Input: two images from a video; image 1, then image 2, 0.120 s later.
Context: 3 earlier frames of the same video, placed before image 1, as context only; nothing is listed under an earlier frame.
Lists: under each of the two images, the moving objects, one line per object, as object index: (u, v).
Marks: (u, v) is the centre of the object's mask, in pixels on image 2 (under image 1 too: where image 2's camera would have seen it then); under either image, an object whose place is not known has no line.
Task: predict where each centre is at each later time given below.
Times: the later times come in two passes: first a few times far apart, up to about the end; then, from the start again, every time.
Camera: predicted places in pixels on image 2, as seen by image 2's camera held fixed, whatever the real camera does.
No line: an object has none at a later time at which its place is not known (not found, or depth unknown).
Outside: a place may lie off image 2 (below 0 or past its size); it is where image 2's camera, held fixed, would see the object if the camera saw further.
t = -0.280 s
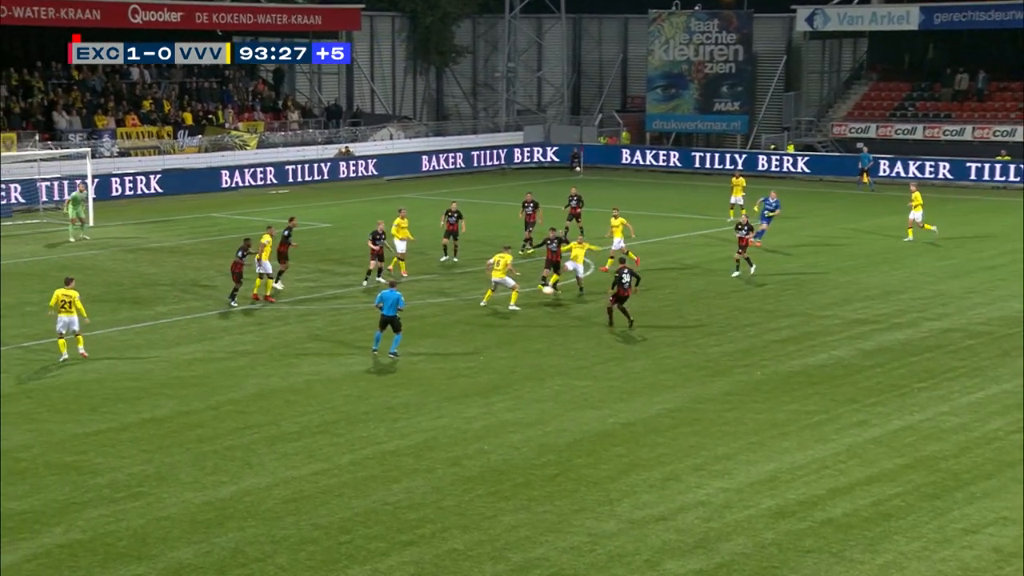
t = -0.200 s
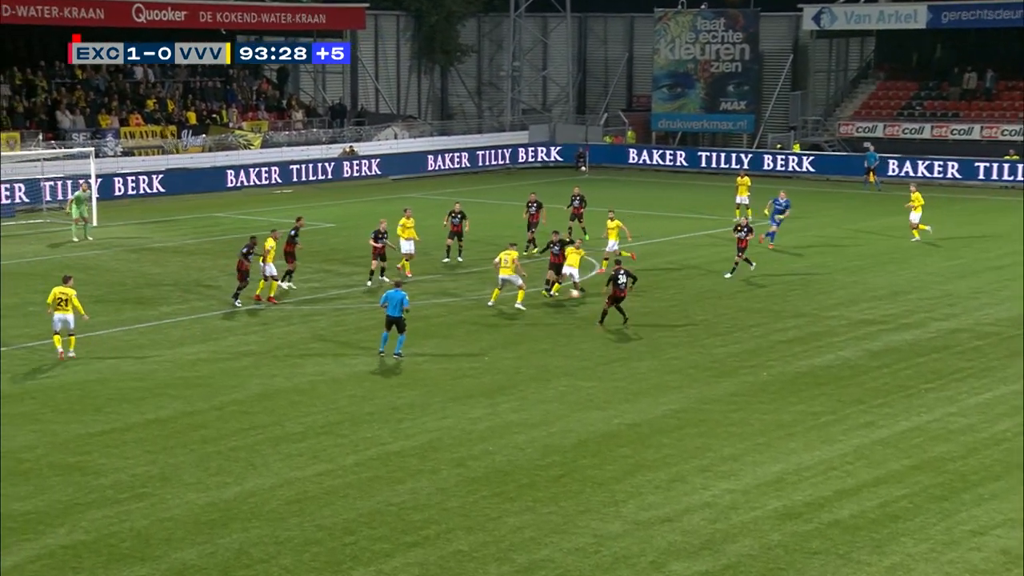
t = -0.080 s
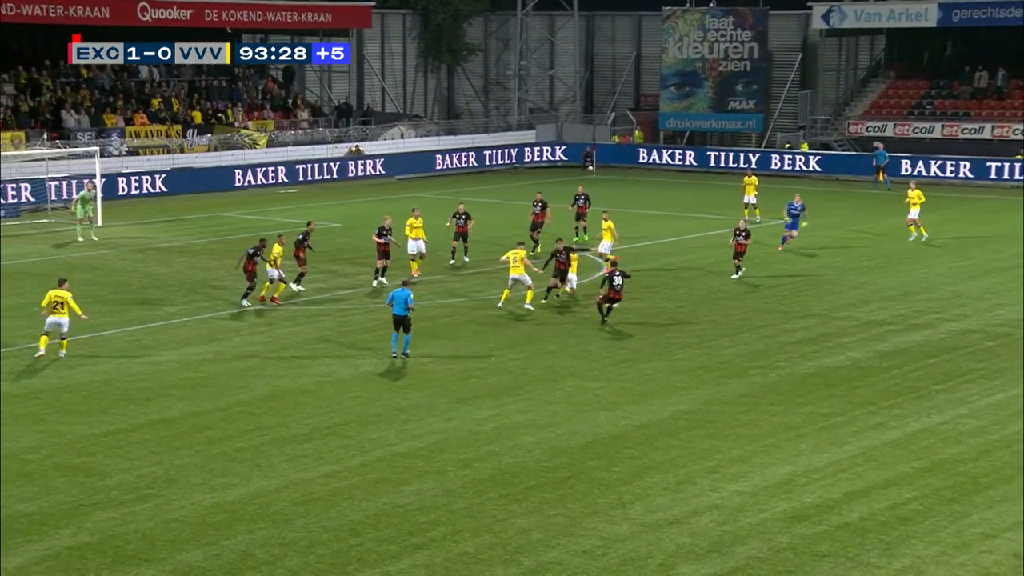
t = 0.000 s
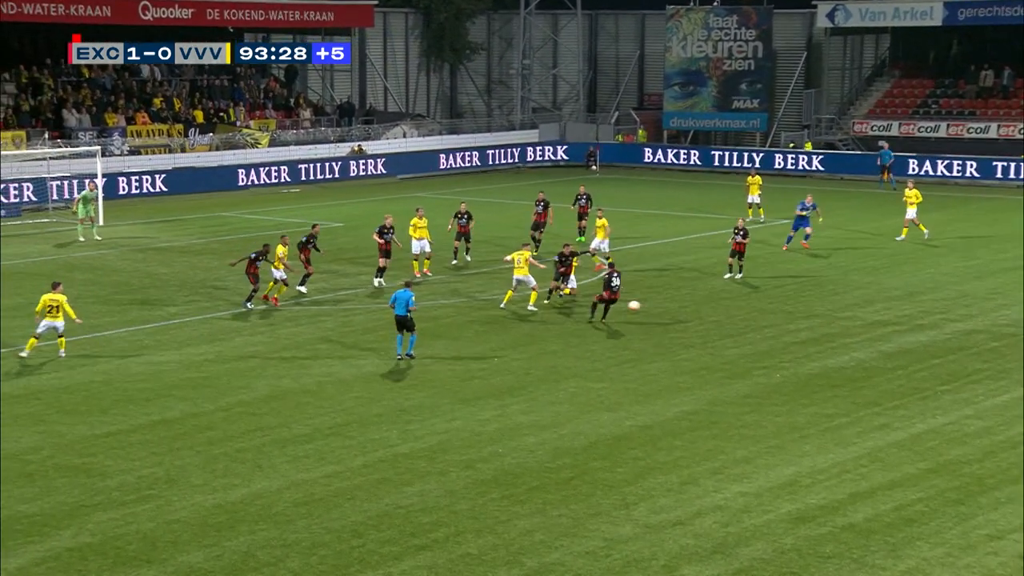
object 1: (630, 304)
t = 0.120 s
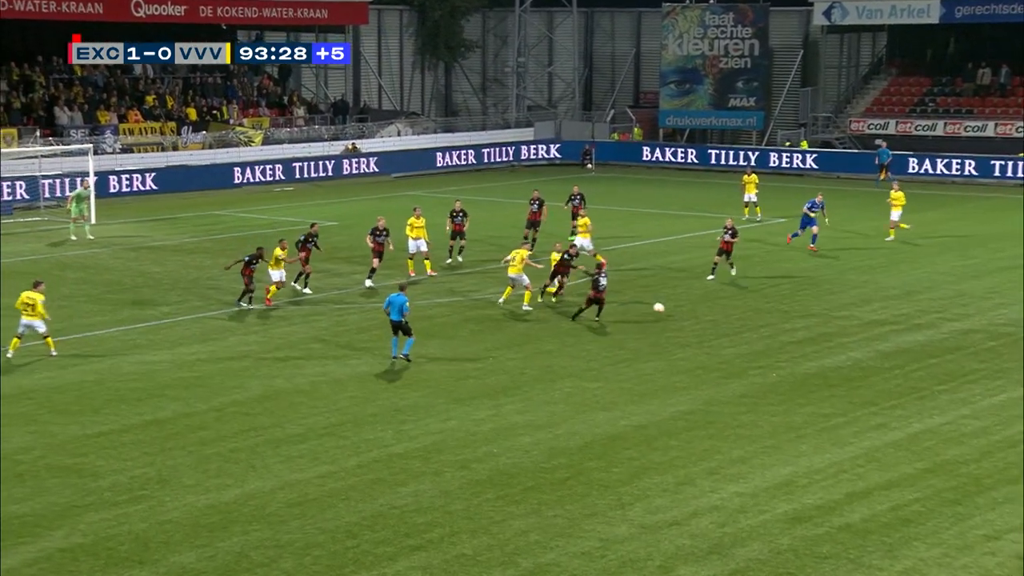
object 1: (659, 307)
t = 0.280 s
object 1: (696, 316)
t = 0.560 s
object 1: (755, 326)
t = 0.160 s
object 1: (668, 310)
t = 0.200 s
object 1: (678, 313)
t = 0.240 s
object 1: (687, 316)
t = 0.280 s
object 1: (696, 316)
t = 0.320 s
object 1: (705, 316)
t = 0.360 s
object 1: (713, 317)
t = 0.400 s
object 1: (722, 319)
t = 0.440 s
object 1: (731, 322)
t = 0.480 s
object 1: (740, 325)
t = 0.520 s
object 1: (748, 326)
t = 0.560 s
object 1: (755, 326)
